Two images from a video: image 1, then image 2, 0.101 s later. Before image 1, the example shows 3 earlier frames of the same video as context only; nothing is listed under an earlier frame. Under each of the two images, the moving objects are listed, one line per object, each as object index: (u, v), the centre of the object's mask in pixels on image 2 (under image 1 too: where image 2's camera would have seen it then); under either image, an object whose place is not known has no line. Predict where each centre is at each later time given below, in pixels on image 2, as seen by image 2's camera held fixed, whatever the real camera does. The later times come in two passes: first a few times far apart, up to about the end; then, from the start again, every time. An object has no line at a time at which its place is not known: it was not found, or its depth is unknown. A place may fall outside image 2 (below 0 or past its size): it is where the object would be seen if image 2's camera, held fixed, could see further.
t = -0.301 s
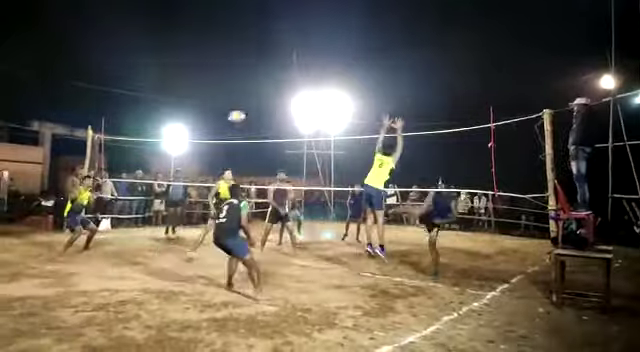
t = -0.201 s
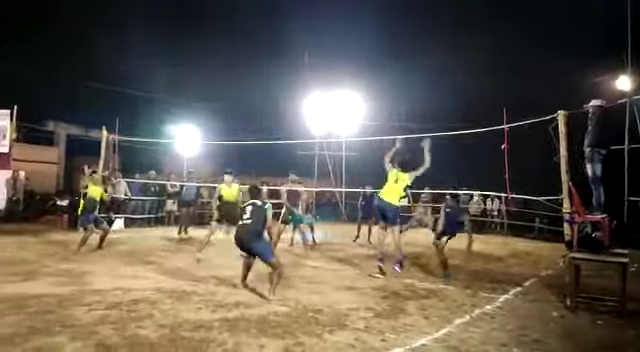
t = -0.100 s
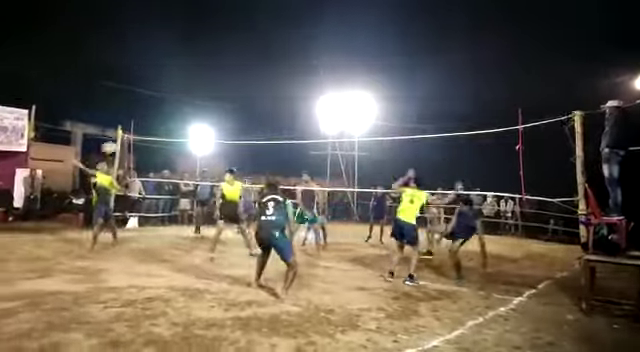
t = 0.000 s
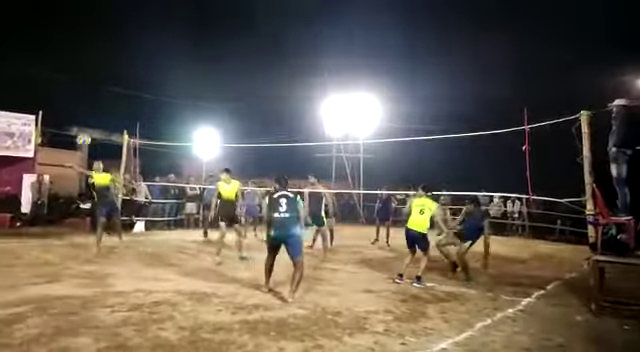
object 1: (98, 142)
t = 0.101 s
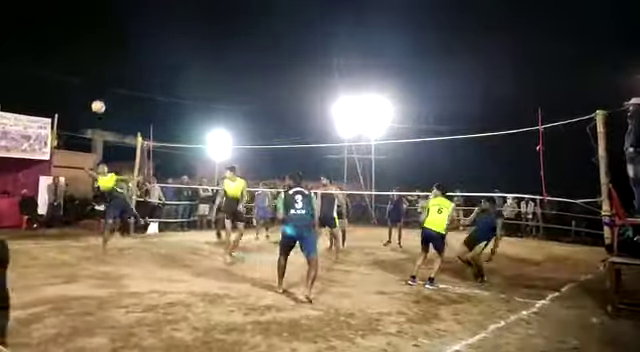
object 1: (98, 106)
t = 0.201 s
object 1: (97, 77)
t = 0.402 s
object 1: (94, 34)
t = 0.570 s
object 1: (90, 15)
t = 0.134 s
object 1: (98, 96)
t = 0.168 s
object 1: (97, 86)
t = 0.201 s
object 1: (97, 77)
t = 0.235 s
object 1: (97, 68)
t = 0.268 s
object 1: (96, 60)
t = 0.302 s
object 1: (96, 53)
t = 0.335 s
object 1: (95, 46)
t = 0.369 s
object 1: (95, 39)
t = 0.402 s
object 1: (94, 34)
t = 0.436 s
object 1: (94, 29)
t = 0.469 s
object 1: (93, 25)
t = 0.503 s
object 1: (92, 20)
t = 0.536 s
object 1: (91, 17)
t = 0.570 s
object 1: (90, 15)
